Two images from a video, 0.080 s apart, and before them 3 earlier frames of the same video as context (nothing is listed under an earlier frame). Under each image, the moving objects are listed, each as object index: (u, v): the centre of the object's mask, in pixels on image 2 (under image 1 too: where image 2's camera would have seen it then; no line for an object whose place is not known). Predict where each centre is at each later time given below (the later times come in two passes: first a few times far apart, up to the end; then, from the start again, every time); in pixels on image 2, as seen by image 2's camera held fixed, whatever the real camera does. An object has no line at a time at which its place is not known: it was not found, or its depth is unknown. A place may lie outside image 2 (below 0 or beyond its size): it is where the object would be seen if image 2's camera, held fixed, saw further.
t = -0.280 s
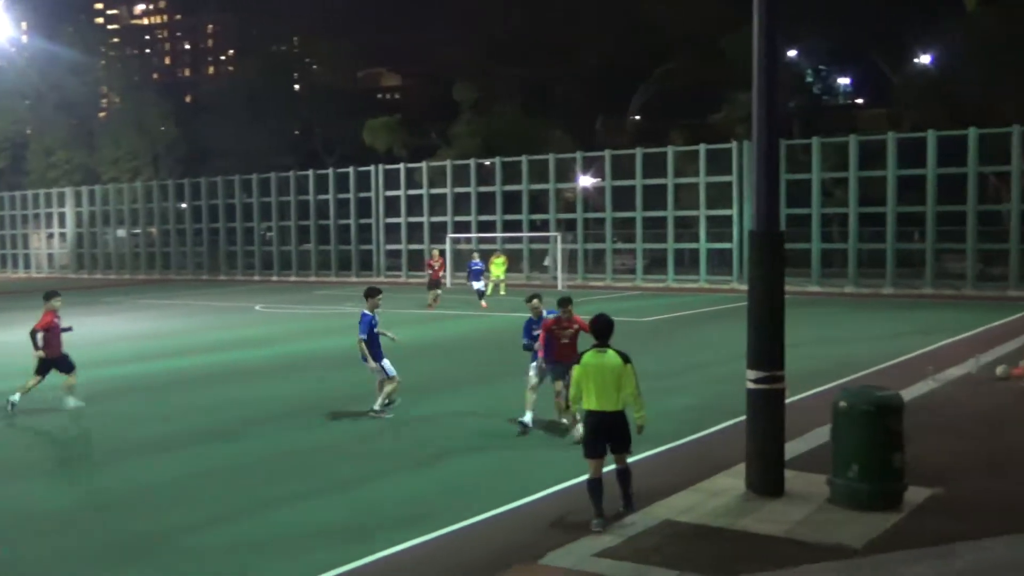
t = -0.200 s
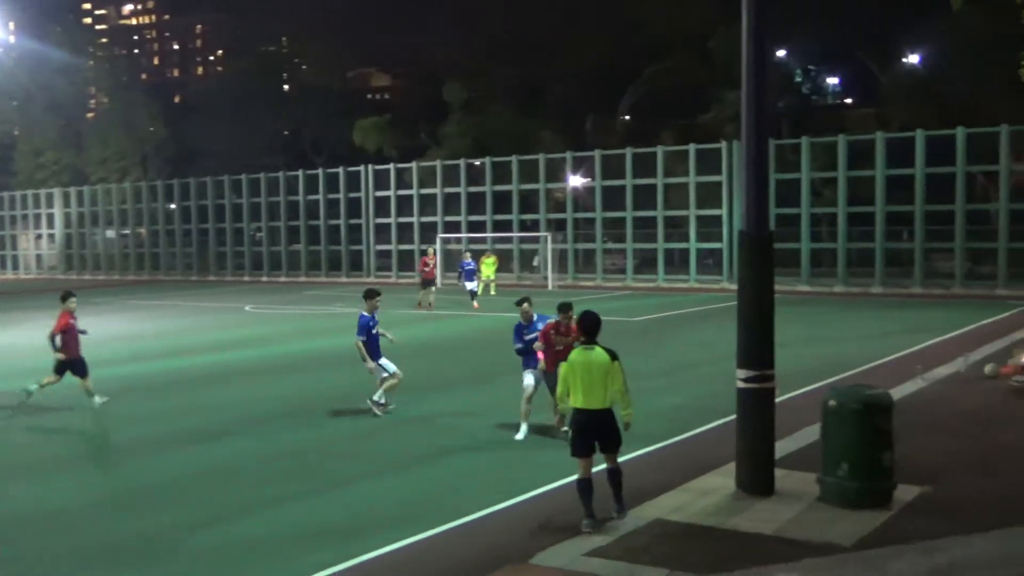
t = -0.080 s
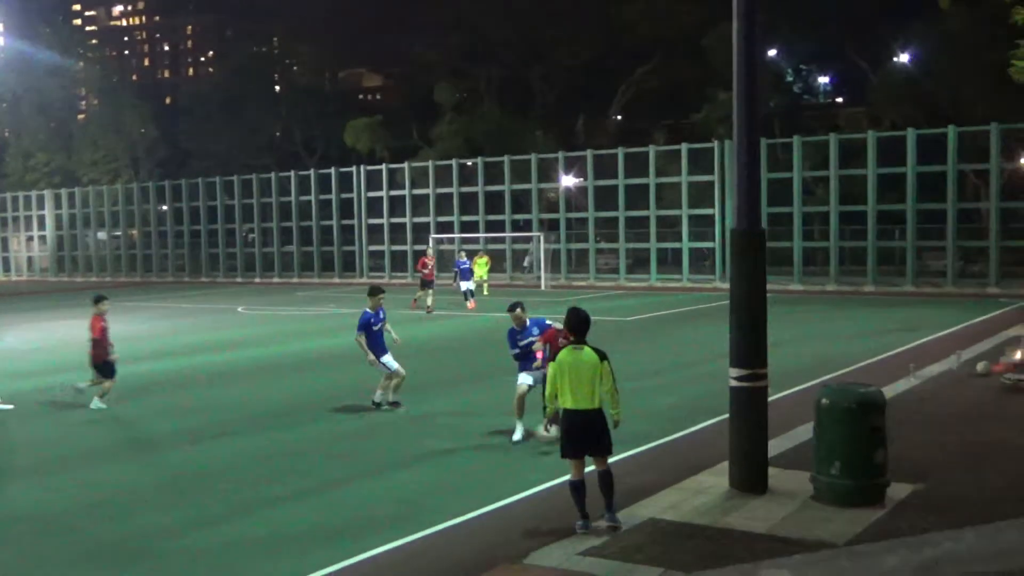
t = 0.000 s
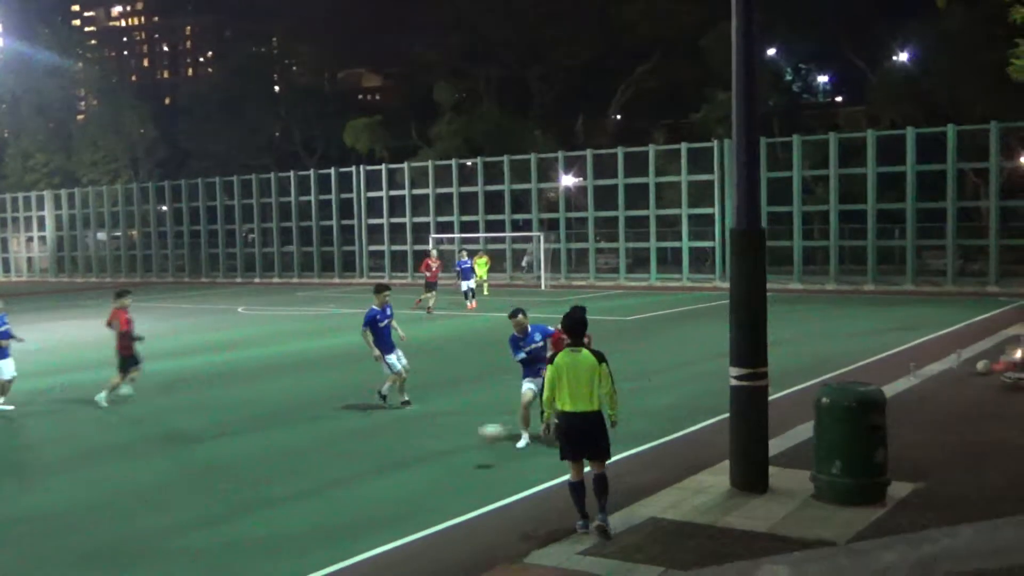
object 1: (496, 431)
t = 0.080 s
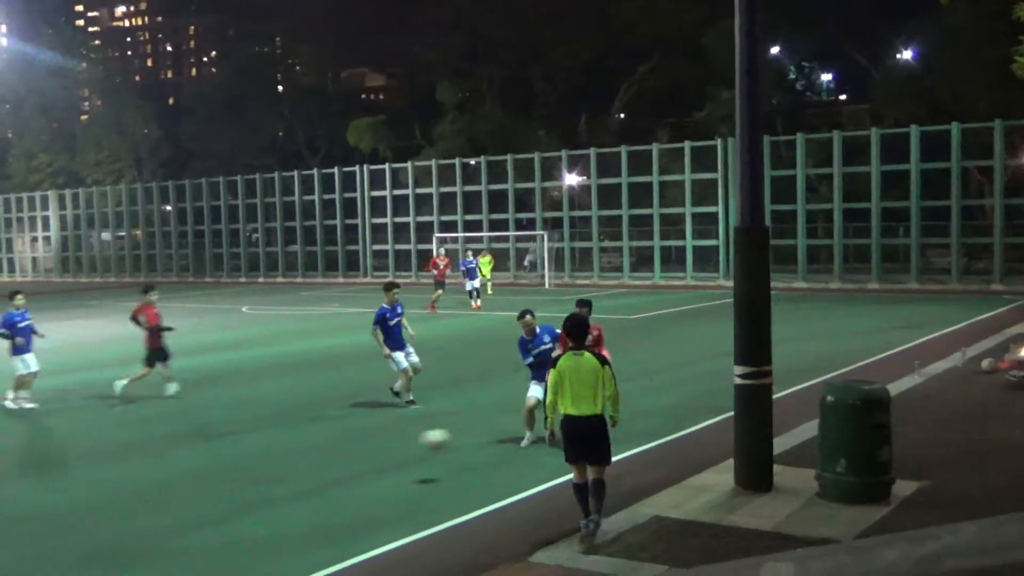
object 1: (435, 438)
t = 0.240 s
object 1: (289, 479)
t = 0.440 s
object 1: (93, 529)
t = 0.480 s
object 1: (59, 529)
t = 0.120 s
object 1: (400, 446)
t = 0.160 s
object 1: (366, 454)
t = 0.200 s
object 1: (328, 465)
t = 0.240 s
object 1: (289, 479)
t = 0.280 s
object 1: (248, 496)
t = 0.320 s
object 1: (204, 516)
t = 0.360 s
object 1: (160, 536)
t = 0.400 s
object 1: (127, 530)
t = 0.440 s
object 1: (93, 529)
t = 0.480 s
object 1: (59, 529)
